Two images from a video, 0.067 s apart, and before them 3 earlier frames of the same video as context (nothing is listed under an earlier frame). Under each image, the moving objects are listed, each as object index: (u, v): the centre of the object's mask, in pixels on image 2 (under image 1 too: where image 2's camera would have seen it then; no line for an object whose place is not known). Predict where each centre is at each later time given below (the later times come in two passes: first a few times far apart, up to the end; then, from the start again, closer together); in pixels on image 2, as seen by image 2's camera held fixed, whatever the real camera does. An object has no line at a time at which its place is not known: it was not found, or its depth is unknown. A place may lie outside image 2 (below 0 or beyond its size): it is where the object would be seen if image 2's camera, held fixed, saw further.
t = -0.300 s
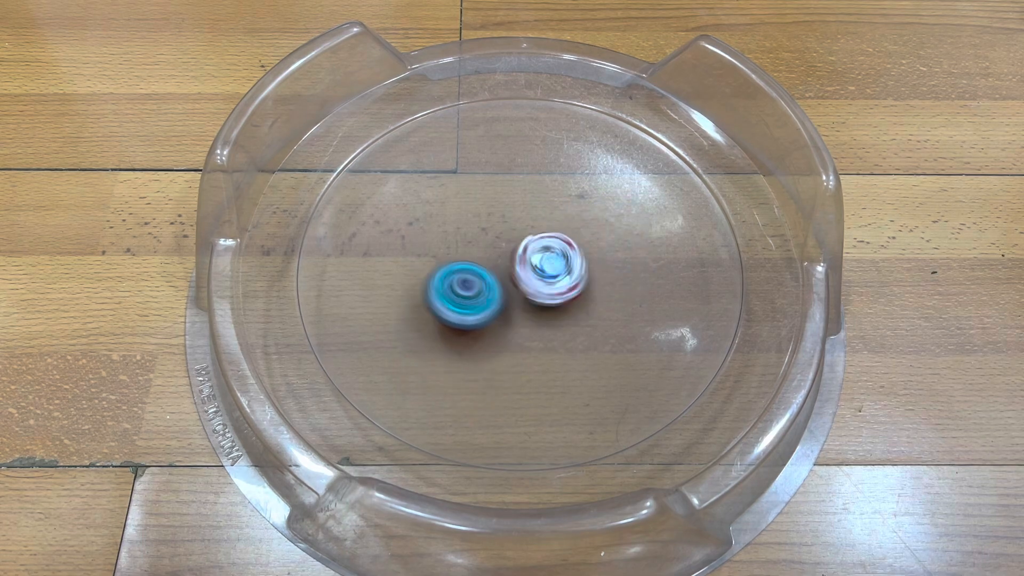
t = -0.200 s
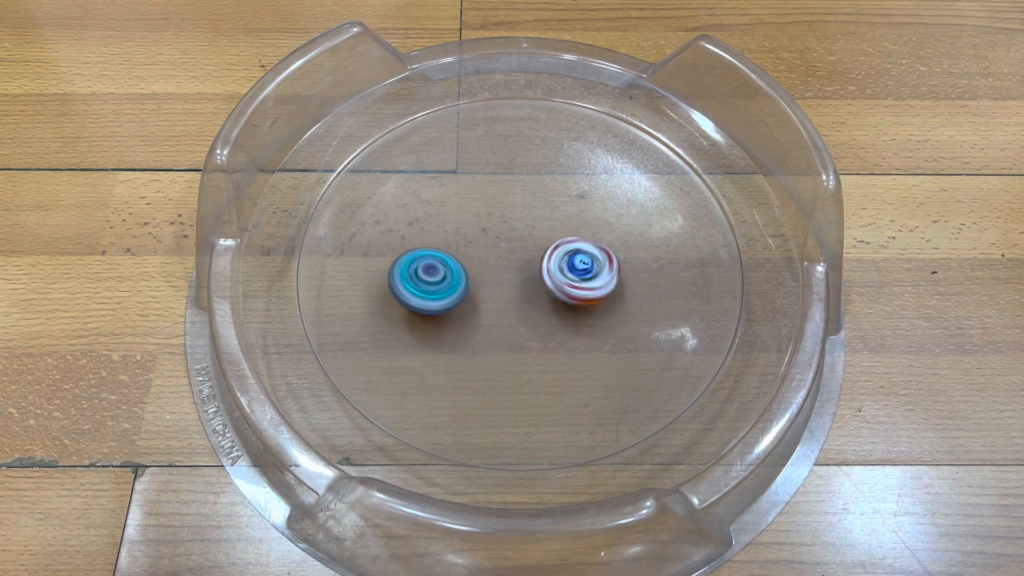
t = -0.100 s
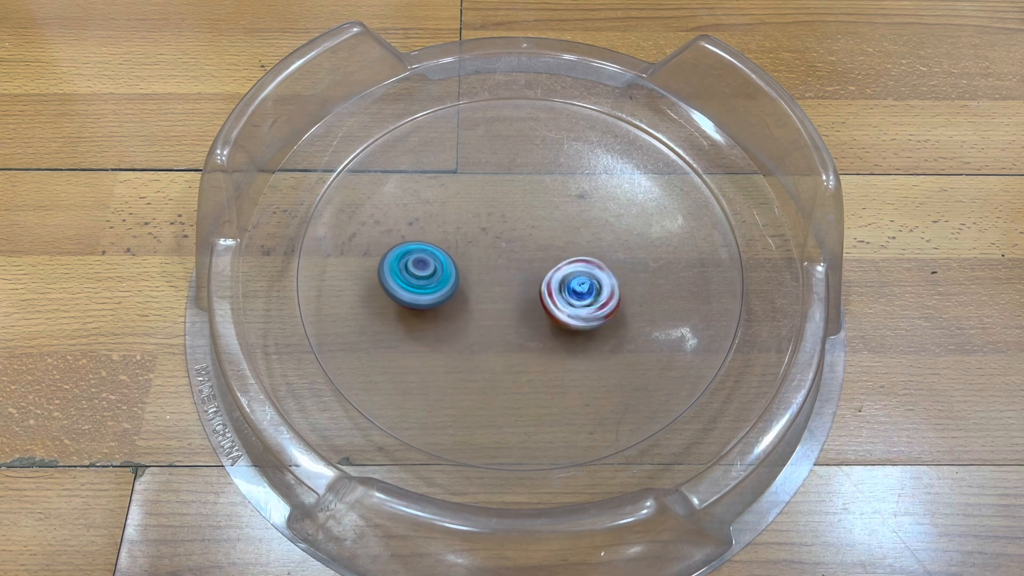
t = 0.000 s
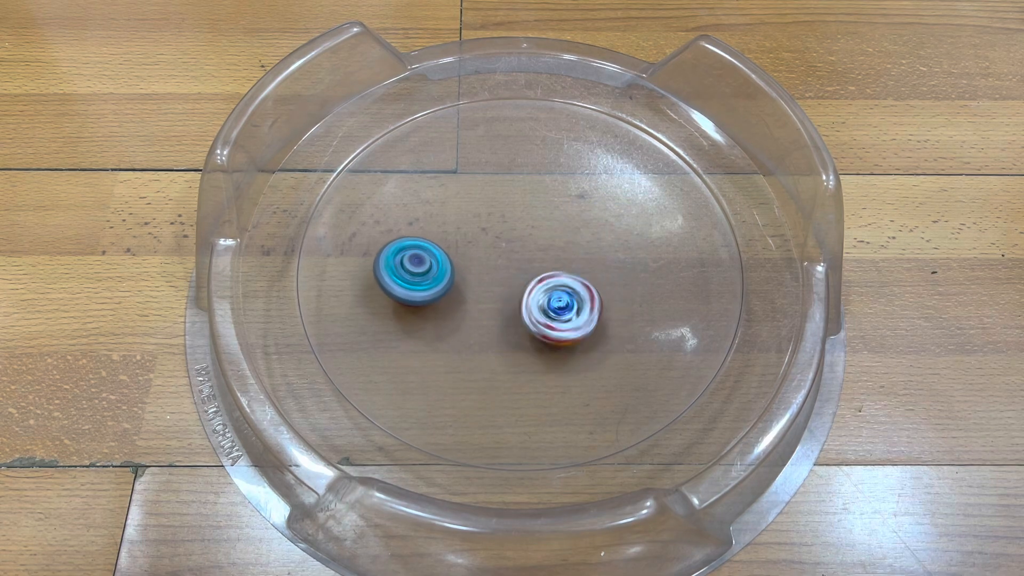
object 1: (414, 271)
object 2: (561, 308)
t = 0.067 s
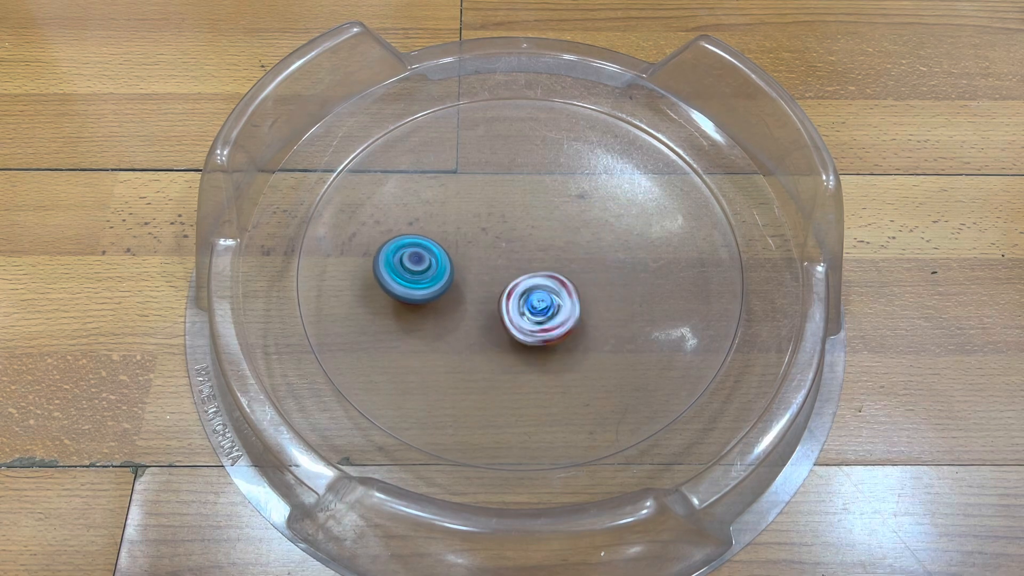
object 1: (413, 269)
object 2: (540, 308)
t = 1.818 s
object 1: (586, 201)
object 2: (497, 261)
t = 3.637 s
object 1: (477, 335)
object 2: (543, 274)
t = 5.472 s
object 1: (528, 183)
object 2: (503, 266)
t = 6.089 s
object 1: (596, 232)
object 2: (517, 273)
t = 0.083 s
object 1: (413, 268)
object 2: (536, 307)
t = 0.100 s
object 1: (413, 268)
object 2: (532, 306)
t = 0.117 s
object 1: (414, 267)
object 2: (527, 303)
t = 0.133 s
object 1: (414, 266)
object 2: (522, 301)
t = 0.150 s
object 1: (415, 265)
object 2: (518, 299)
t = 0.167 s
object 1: (415, 264)
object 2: (515, 298)
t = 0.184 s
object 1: (416, 263)
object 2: (512, 295)
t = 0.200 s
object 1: (417, 262)
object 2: (508, 292)
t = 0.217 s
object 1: (417, 261)
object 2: (504, 289)
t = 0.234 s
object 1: (418, 260)
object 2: (500, 286)
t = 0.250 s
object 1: (420, 259)
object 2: (497, 283)
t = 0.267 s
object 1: (420, 257)
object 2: (497, 282)
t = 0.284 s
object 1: (418, 253)
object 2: (500, 282)
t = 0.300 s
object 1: (417, 250)
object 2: (501, 280)
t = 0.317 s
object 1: (418, 248)
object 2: (502, 278)
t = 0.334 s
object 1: (419, 247)
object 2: (502, 275)
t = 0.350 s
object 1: (419, 245)
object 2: (502, 273)
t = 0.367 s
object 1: (420, 244)
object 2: (501, 271)
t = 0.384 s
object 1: (421, 242)
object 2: (502, 268)
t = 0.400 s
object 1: (421, 241)
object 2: (502, 265)
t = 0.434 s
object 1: (423, 238)
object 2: (504, 261)
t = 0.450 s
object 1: (425, 236)
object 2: (504, 258)
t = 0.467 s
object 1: (426, 235)
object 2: (505, 255)
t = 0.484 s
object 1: (427, 234)
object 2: (506, 253)
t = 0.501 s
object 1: (428, 233)
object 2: (508, 251)
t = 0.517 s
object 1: (429, 232)
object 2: (510, 249)
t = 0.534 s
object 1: (431, 231)
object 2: (511, 248)
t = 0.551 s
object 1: (432, 229)
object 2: (514, 246)
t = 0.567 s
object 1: (434, 228)
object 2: (515, 245)
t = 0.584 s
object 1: (435, 227)
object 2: (517, 243)
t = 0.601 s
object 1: (437, 226)
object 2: (519, 243)
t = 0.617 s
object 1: (439, 224)
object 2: (521, 241)
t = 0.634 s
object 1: (441, 223)
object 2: (523, 240)
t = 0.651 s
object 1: (443, 222)
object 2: (522, 241)
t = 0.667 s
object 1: (444, 221)
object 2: (523, 242)
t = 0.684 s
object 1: (446, 220)
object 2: (525, 243)
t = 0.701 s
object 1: (448, 219)
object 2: (528, 242)
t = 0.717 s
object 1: (450, 218)
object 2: (529, 242)
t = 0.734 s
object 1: (452, 217)
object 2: (530, 242)
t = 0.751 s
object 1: (454, 216)
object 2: (531, 242)
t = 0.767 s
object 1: (457, 214)
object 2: (532, 242)
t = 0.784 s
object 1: (459, 214)
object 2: (533, 242)
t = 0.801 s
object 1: (461, 213)
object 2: (534, 241)
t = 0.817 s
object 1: (463, 212)
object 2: (534, 241)
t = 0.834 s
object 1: (465, 210)
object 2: (535, 243)
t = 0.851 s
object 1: (466, 208)
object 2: (537, 244)
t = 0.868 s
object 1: (468, 207)
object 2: (538, 245)
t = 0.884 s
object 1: (470, 205)
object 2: (540, 246)
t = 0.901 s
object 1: (472, 204)
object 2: (541, 248)
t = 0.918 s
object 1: (474, 203)
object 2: (543, 250)
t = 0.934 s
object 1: (476, 202)
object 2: (543, 252)
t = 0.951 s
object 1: (478, 201)
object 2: (544, 255)
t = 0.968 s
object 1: (480, 200)
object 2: (544, 257)
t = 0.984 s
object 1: (482, 200)
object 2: (544, 259)
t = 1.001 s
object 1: (484, 199)
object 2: (543, 261)
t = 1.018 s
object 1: (485, 198)
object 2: (542, 263)
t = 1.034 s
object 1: (487, 197)
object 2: (541, 265)
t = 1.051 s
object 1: (489, 196)
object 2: (541, 268)
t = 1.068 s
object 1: (491, 196)
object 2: (540, 270)
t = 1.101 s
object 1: (495, 195)
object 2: (534, 273)
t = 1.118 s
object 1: (497, 194)
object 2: (532, 274)
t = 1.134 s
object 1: (499, 194)
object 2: (532, 275)
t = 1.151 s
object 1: (501, 193)
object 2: (529, 276)
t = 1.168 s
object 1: (503, 193)
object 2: (527, 277)
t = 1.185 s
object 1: (505, 192)
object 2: (524, 278)
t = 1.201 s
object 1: (507, 192)
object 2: (522, 279)
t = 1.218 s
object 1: (509, 191)
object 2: (518, 280)
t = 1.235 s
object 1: (511, 191)
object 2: (517, 281)
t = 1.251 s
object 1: (513, 191)
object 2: (515, 281)
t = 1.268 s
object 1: (515, 191)
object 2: (514, 280)
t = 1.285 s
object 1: (517, 191)
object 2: (511, 279)
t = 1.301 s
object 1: (519, 191)
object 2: (509, 279)
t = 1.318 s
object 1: (521, 191)
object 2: (507, 279)
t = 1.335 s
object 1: (523, 191)
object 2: (505, 278)
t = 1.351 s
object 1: (525, 191)
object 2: (503, 278)
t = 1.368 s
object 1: (527, 191)
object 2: (501, 278)
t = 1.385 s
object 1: (529, 191)
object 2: (500, 277)
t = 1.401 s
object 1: (531, 192)
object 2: (498, 275)
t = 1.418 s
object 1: (533, 192)
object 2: (496, 275)
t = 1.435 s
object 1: (535, 192)
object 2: (496, 274)
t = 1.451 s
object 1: (536, 193)
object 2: (496, 273)
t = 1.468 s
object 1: (538, 193)
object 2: (495, 271)
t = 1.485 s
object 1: (540, 193)
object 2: (493, 270)
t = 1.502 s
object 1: (542, 194)
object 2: (491, 269)
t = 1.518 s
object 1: (544, 194)
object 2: (490, 268)
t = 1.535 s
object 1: (545, 195)
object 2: (490, 266)
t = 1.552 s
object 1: (547, 196)
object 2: (490, 263)
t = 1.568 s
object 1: (549, 196)
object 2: (490, 261)
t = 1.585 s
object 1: (550, 197)
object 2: (491, 259)
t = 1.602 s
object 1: (552, 198)
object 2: (492, 257)
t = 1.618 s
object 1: (554, 199)
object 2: (493, 257)
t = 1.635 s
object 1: (555, 200)
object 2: (495, 256)
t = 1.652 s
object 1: (557, 200)
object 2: (497, 254)
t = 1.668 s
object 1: (559, 201)
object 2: (498, 253)
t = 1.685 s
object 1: (560, 202)
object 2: (499, 253)
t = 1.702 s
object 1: (562, 203)
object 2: (501, 252)
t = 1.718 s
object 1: (563, 204)
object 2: (503, 251)
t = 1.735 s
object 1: (565, 205)
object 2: (505, 250)
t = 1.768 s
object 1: (572, 204)
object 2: (505, 253)
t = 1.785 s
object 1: (578, 202)
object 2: (502, 256)
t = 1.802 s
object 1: (583, 201)
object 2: (500, 259)
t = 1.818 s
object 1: (586, 201)
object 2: (497, 261)
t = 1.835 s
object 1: (588, 201)
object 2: (495, 263)
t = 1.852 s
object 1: (589, 201)
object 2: (492, 266)
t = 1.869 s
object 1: (590, 202)
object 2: (490, 267)
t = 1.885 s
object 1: (590, 202)
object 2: (487, 269)
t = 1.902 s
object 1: (591, 202)
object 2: (486, 270)
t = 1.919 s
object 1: (592, 202)
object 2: (483, 272)
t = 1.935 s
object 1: (592, 202)
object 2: (481, 273)
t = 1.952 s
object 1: (593, 202)
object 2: (479, 274)
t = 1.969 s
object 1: (594, 203)
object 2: (479, 275)
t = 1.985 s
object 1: (595, 204)
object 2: (478, 274)
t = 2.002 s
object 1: (596, 204)
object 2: (476, 274)
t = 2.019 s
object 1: (597, 205)
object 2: (474, 275)
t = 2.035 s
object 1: (598, 205)
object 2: (473, 277)
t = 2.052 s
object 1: (599, 206)
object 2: (473, 277)
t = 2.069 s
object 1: (600, 207)
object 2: (471, 279)
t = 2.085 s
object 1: (601, 208)
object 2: (471, 279)
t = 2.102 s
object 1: (602, 210)
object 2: (470, 279)
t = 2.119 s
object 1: (603, 211)
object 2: (470, 278)
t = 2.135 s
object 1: (604, 213)
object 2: (469, 279)
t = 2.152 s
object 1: (604, 215)
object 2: (469, 280)
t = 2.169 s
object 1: (605, 217)
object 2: (470, 280)
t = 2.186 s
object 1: (605, 218)
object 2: (471, 280)
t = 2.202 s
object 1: (605, 220)
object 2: (472, 280)
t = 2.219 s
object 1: (606, 222)
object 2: (471, 280)
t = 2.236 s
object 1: (606, 225)
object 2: (473, 279)
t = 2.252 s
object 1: (606, 227)
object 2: (473, 279)
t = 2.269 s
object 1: (606, 229)
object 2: (474, 279)
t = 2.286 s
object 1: (606, 231)
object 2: (475, 280)
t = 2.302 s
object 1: (606, 233)
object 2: (477, 280)
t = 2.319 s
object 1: (606, 235)
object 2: (478, 279)
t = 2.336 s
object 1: (606, 238)
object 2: (478, 277)
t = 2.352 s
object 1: (606, 240)
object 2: (476, 277)
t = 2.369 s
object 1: (606, 242)
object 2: (475, 278)
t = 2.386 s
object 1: (606, 244)
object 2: (477, 277)
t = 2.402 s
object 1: (605, 247)
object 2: (479, 277)
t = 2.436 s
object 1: (604, 251)
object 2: (482, 272)
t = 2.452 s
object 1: (604, 253)
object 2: (483, 270)
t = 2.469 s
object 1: (603, 256)
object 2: (485, 269)
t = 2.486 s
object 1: (603, 258)
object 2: (486, 268)
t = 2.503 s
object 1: (602, 260)
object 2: (489, 267)
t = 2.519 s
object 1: (602, 262)
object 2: (491, 265)
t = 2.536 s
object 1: (601, 265)
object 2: (496, 263)
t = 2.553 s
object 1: (600, 267)
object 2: (498, 261)
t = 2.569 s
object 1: (599, 269)
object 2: (501, 259)
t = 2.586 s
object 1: (599, 272)
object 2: (502, 258)
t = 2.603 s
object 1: (598, 274)
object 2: (504, 258)
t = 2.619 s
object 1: (597, 276)
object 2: (506, 257)
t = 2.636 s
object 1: (596, 279)
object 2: (509, 256)
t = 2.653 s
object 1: (595, 281)
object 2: (513, 255)
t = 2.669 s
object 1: (594, 283)
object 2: (517, 253)
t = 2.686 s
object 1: (593, 286)
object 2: (521, 252)
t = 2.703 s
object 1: (593, 288)
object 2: (522, 251)
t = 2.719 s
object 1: (591, 291)
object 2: (523, 251)
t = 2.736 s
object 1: (590, 293)
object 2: (524, 250)
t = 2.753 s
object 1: (589, 296)
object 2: (527, 250)
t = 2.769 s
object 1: (588, 298)
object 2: (530, 249)
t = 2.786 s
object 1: (587, 300)
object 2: (532, 247)
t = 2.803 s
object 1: (586, 302)
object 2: (534, 246)
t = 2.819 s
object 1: (585, 304)
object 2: (533, 245)
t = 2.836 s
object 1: (583, 306)
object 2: (533, 246)
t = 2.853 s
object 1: (582, 308)
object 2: (534, 246)
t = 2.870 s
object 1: (580, 310)
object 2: (535, 246)
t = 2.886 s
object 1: (579, 312)
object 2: (538, 245)
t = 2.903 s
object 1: (577, 313)
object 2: (539, 243)
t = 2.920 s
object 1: (575, 315)
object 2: (540, 242)
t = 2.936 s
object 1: (573, 317)
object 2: (538, 240)
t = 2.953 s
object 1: (571, 318)
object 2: (536, 242)
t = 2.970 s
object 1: (569, 320)
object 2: (536, 243)
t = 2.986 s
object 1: (567, 322)
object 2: (536, 244)
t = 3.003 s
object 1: (565, 323)
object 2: (538, 245)
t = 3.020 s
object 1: (563, 325)
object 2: (539, 244)
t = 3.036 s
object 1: (561, 326)
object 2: (539, 244)
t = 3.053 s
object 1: (559, 328)
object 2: (538, 243)
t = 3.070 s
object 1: (557, 329)
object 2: (535, 243)
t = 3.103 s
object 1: (552, 331)
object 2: (533, 244)
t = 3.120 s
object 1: (550, 332)
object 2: (534, 246)
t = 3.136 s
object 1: (548, 333)
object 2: (536, 246)
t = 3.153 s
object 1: (546, 334)
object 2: (536, 246)
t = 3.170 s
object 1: (544, 335)
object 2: (536, 245)
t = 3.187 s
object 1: (541, 336)
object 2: (533, 245)
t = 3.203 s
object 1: (539, 337)
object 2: (531, 246)
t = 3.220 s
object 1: (537, 337)
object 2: (530, 249)
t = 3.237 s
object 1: (534, 338)
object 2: (530, 250)
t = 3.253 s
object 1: (532, 339)
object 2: (531, 252)
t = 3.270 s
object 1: (530, 339)
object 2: (533, 252)
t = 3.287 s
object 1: (527, 340)
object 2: (533, 251)
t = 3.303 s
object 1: (525, 340)
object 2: (533, 251)
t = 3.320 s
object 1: (523, 340)
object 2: (532, 251)
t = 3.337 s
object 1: (521, 341)
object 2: (531, 252)
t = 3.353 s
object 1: (518, 341)
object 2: (530, 255)
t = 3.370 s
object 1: (516, 341)
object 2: (530, 257)
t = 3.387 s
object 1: (513, 341)
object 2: (532, 260)
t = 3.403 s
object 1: (511, 341)
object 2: (534, 261)
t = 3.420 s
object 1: (509, 341)
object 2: (536, 262)
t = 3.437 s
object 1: (506, 341)
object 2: (536, 262)
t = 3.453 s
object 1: (504, 341)
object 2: (536, 262)
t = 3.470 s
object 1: (501, 341)
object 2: (536, 262)
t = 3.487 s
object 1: (499, 340)
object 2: (535, 264)
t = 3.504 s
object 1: (496, 340)
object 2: (536, 267)
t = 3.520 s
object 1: (494, 339)
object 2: (539, 268)
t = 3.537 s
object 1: (492, 339)
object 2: (541, 270)
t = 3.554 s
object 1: (489, 338)
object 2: (543, 270)
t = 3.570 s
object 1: (487, 338)
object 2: (543, 269)
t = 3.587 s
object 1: (484, 337)
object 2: (542, 269)
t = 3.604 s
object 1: (482, 336)
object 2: (542, 269)
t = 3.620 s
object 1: (479, 335)
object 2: (542, 271)
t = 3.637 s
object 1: (477, 335)
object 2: (543, 274)
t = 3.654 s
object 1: (474, 334)
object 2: (546, 275)
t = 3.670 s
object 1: (472, 333)
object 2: (547, 275)
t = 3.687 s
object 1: (470, 332)
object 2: (548, 275)
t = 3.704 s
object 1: (468, 331)
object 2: (548, 273)
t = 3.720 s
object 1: (465, 330)
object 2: (546, 273)
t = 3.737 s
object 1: (463, 328)
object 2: (544, 273)
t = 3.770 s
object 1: (459, 326)
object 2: (543, 276)
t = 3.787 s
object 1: (457, 324)
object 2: (544, 276)
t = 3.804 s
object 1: (455, 323)
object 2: (544, 276)
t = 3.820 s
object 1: (453, 322)
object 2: (543, 275)
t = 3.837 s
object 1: (450, 320)
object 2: (542, 274)
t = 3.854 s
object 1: (449, 319)
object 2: (540, 274)
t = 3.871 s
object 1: (447, 317)
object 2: (539, 274)
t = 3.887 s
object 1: (445, 316)
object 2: (538, 274)
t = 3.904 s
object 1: (443, 314)
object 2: (538, 276)
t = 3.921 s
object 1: (442, 312)
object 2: (539, 275)
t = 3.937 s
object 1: (440, 311)
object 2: (538, 274)
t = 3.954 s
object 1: (439, 309)
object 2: (538, 274)
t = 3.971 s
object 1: (437, 307)
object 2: (535, 273)
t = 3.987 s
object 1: (436, 306)
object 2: (532, 274)
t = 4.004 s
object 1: (434, 304)
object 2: (530, 275)
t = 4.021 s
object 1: (433, 302)
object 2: (530, 276)
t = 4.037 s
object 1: (432, 300)
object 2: (531, 278)
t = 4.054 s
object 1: (431, 298)
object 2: (533, 279)
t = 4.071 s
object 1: (430, 296)
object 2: (533, 279)
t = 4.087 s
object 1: (430, 295)
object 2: (535, 279)
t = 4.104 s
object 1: (429, 293)
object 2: (535, 277)
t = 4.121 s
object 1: (428, 291)
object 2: (533, 276)
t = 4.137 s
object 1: (428, 289)
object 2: (532, 275)
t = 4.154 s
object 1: (427, 287)
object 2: (529, 276)
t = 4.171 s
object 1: (427, 285)
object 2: (527, 279)
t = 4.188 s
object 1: (427, 283)
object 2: (527, 281)
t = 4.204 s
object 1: (427, 281)
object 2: (527, 283)
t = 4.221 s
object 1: (426, 279)
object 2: (528, 284)
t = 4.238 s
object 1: (426, 276)
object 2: (530, 284)
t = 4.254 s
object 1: (426, 274)
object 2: (529, 284)
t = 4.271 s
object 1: (426, 272)
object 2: (528, 284)
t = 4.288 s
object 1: (426, 270)
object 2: (527, 285)
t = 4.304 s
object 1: (427, 269)
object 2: (525, 286)
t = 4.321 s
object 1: (427, 267)
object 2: (526, 288)
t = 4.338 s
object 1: (427, 265)
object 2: (527, 289)
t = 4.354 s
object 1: (428, 263)
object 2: (528, 290)
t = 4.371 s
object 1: (428, 261)
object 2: (529, 290)
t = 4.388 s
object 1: (429, 259)
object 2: (529, 289)
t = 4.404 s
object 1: (430, 257)
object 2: (527, 289)
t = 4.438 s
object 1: (431, 254)
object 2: (526, 290)
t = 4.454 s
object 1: (432, 252)
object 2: (526, 291)
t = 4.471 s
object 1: (433, 250)
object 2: (528, 292)
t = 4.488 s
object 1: (434, 248)
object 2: (530, 291)
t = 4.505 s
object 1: (435, 246)
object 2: (531, 289)
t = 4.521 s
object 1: (436, 244)
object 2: (531, 287)
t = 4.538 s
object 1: (437, 242)
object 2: (528, 284)
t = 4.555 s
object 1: (438, 240)
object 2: (525, 283)
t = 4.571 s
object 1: (439, 238)
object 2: (521, 283)
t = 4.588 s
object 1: (440, 236)
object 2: (517, 284)
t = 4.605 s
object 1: (441, 234)
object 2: (516, 286)
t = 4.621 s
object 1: (443, 232)
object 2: (516, 287)
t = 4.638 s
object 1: (444, 230)
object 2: (516, 287)
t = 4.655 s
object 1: (445, 228)
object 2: (517, 287)
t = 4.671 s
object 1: (446, 226)
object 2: (519, 286)
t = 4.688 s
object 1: (447, 224)
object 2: (518, 284)
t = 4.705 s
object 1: (448, 222)
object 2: (518, 282)
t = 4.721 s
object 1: (450, 220)
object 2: (516, 280)
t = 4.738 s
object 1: (451, 218)
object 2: (512, 279)
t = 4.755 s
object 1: (453, 216)
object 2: (510, 278)
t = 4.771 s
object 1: (454, 214)
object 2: (507, 278)
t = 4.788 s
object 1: (456, 212)
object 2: (505, 279)
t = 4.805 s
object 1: (457, 210)
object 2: (504, 281)
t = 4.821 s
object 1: (458, 208)
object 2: (504, 282)
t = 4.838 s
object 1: (460, 206)
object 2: (504, 282)
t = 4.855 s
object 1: (461, 204)
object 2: (505, 283)
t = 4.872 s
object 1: (463, 202)
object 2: (506, 283)
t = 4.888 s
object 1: (464, 200)
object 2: (505, 282)
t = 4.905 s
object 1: (465, 199)
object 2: (505, 282)
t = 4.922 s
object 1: (467, 197)
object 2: (505, 282)
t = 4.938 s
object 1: (468, 196)
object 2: (504, 281)
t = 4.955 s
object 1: (470, 194)
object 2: (504, 280)
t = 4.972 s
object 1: (471, 193)
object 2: (503, 280)
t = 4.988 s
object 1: (473, 192)
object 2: (500, 281)
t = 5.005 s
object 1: (474, 190)
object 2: (499, 282)
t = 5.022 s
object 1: (476, 189)
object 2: (500, 283)
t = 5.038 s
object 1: (477, 188)
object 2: (500, 285)
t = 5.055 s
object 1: (479, 187)
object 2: (501, 286)
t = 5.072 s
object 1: (480, 186)
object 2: (503, 286)
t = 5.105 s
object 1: (484, 184)
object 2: (505, 284)
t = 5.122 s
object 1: (485, 184)
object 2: (506, 282)
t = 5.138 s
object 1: (487, 183)
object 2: (504, 280)
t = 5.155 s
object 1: (489, 182)
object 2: (502, 279)
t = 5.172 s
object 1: (491, 181)
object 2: (502, 278)
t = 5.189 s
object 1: (493, 181)
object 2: (502, 278)
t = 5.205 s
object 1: (494, 180)
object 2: (502, 279)
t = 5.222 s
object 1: (496, 180)
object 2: (504, 279)
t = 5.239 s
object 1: (498, 180)
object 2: (506, 279)
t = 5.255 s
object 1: (500, 179)
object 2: (507, 278)
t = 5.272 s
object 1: (502, 179)
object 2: (509, 276)
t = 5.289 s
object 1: (504, 179)
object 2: (510, 274)
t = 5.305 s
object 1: (506, 179)
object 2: (511, 272)
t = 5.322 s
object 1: (508, 179)
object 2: (510, 270)
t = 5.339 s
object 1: (510, 179)
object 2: (509, 268)
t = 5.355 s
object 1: (512, 180)
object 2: (508, 267)
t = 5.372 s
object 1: (514, 180)
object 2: (505, 266)
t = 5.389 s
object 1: (516, 180)
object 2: (504, 266)
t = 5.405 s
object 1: (519, 181)
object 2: (505, 266)
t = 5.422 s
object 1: (521, 181)
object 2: (505, 265)
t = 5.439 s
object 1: (524, 182)
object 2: (503, 266)
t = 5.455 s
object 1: (526, 182)
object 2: (503, 267)
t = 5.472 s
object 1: (528, 183)
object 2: (503, 266)
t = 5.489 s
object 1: (531, 183)
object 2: (502, 266)
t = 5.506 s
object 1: (533, 184)
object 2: (501, 266)
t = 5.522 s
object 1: (535, 185)
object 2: (501, 266)
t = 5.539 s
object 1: (537, 186)
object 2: (501, 265)
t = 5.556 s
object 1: (540, 187)
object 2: (500, 265)
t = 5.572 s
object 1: (542, 188)
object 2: (500, 265)
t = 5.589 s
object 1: (544, 189)
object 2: (499, 267)
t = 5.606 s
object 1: (546, 190)
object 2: (500, 267)
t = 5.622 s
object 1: (548, 191)
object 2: (500, 267)
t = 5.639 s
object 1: (550, 192)
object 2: (499, 267)
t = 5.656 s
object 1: (552, 193)
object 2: (500, 268)
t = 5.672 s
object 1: (555, 195)
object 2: (501, 268)
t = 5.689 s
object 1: (557, 196)
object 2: (502, 268)
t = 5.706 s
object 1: (560, 197)
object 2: (503, 268)
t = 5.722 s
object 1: (562, 198)
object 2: (503, 268)
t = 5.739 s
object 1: (564, 200)
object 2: (503, 268)
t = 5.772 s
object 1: (568, 203)
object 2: (504, 267)
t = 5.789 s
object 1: (570, 204)
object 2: (505, 267)
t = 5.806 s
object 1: (572, 205)
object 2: (505, 266)
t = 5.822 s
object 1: (574, 207)
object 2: (505, 266)
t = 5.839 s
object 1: (576, 208)
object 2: (505, 266)
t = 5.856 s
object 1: (578, 209)
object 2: (506, 266)
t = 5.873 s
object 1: (579, 211)
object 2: (507, 266)
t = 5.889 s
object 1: (581, 212)
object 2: (508, 266)
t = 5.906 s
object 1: (582, 214)
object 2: (509, 266)
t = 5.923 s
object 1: (584, 215)
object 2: (510, 266)
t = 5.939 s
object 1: (585, 217)
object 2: (510, 267)
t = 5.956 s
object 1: (586, 218)
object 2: (511, 267)
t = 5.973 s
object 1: (588, 220)
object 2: (512, 268)
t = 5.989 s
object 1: (589, 222)
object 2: (513, 268)
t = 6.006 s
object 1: (590, 224)
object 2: (514, 269)
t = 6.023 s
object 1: (592, 226)
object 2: (515, 270)
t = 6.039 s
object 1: (593, 227)
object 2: (515, 271)
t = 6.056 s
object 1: (594, 229)
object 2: (516, 272)
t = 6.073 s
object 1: (595, 231)
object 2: (516, 272)
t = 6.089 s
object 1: (596, 232)
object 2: (517, 273)
